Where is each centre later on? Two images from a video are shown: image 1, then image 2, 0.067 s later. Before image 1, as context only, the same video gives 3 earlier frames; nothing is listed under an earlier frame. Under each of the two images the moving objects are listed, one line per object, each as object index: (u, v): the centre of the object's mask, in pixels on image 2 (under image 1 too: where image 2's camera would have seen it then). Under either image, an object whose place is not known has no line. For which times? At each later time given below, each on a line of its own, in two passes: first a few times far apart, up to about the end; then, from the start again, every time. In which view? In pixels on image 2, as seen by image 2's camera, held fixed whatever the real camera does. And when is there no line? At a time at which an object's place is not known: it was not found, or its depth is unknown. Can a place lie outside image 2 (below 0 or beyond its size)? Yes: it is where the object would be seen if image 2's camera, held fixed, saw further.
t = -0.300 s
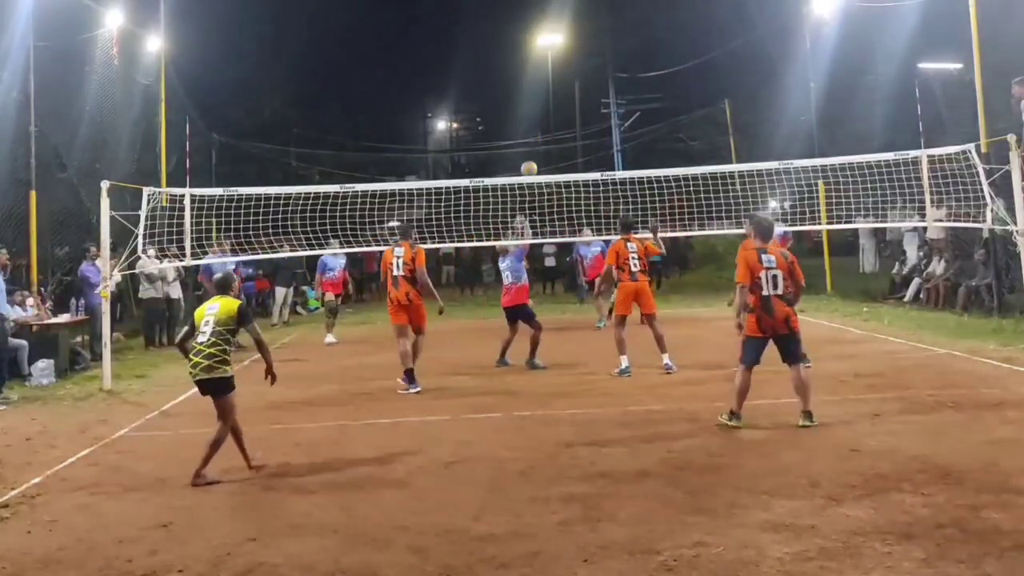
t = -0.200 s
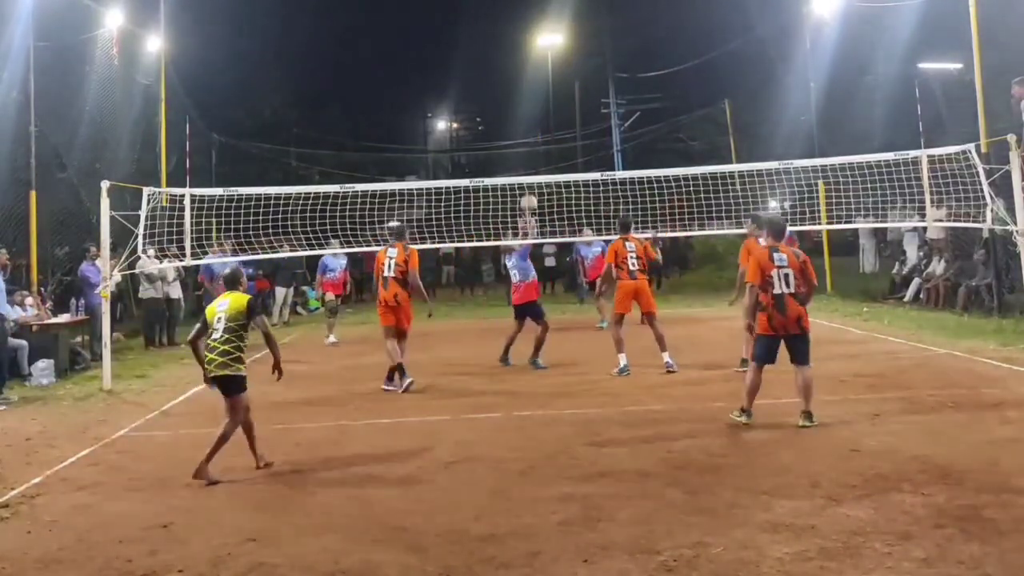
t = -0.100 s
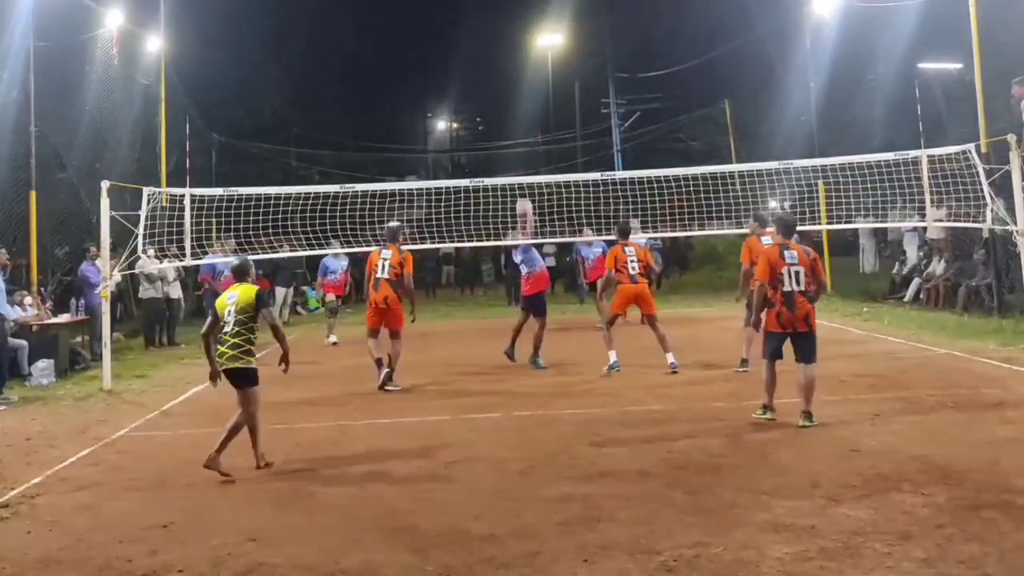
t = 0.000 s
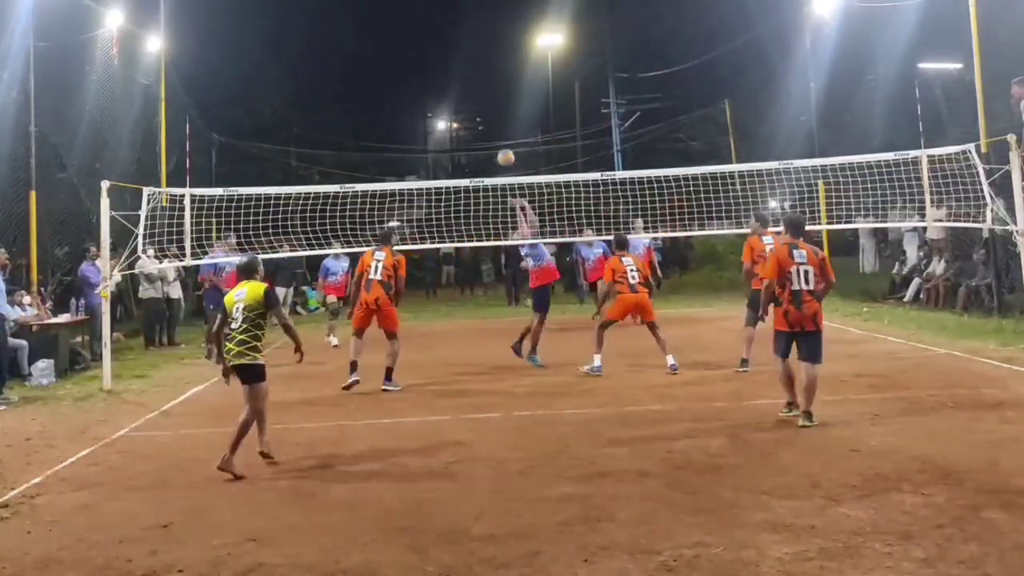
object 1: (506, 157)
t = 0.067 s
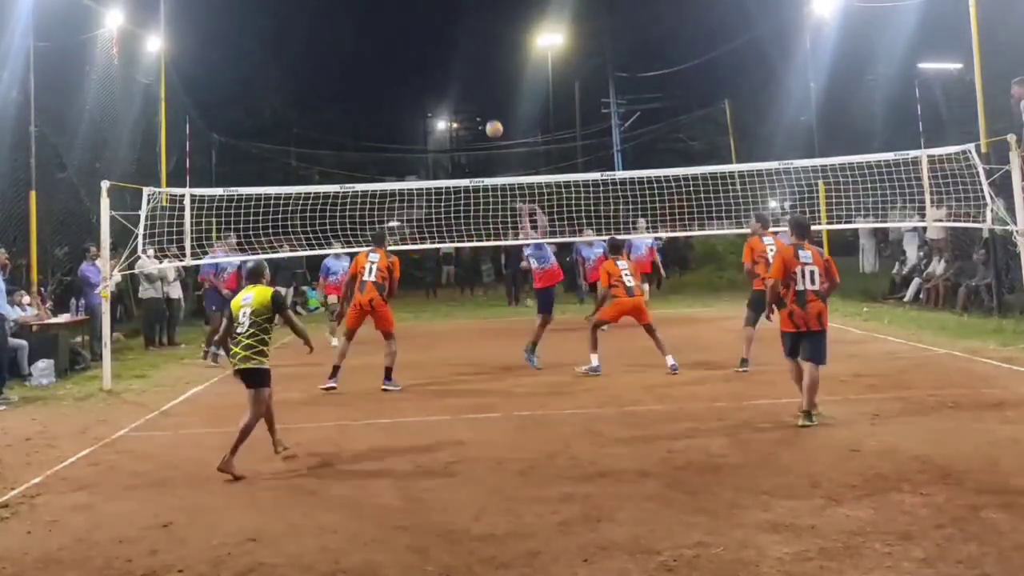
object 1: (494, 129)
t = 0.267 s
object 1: (460, 66)
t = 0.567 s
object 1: (414, 28)
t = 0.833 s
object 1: (376, 51)
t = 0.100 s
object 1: (488, 116)
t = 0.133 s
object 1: (482, 104)
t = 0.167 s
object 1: (477, 93)
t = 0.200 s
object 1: (471, 83)
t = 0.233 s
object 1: (466, 74)
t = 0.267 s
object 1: (460, 66)
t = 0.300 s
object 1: (455, 58)
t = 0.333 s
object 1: (449, 51)
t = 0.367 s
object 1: (444, 45)
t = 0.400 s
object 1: (439, 40)
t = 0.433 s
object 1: (434, 36)
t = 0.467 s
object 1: (429, 33)
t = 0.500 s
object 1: (423, 30)
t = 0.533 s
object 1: (419, 29)
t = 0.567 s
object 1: (414, 28)
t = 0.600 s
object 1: (409, 28)
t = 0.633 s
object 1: (404, 29)
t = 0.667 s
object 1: (399, 30)
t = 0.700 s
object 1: (394, 33)
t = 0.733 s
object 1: (390, 36)
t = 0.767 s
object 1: (385, 40)
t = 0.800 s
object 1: (380, 46)
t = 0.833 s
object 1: (376, 51)
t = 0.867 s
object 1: (372, 57)
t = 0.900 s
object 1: (367, 65)
